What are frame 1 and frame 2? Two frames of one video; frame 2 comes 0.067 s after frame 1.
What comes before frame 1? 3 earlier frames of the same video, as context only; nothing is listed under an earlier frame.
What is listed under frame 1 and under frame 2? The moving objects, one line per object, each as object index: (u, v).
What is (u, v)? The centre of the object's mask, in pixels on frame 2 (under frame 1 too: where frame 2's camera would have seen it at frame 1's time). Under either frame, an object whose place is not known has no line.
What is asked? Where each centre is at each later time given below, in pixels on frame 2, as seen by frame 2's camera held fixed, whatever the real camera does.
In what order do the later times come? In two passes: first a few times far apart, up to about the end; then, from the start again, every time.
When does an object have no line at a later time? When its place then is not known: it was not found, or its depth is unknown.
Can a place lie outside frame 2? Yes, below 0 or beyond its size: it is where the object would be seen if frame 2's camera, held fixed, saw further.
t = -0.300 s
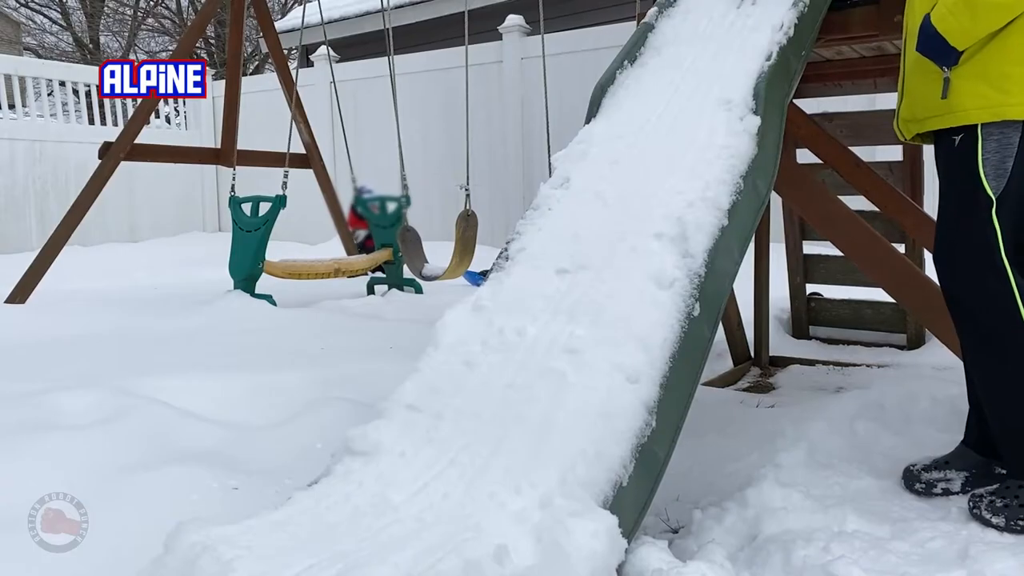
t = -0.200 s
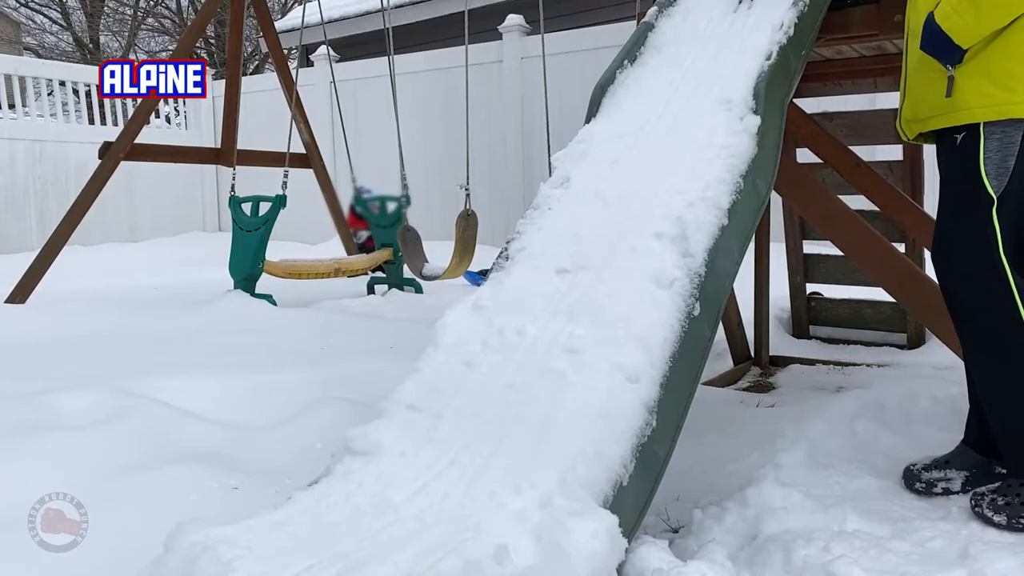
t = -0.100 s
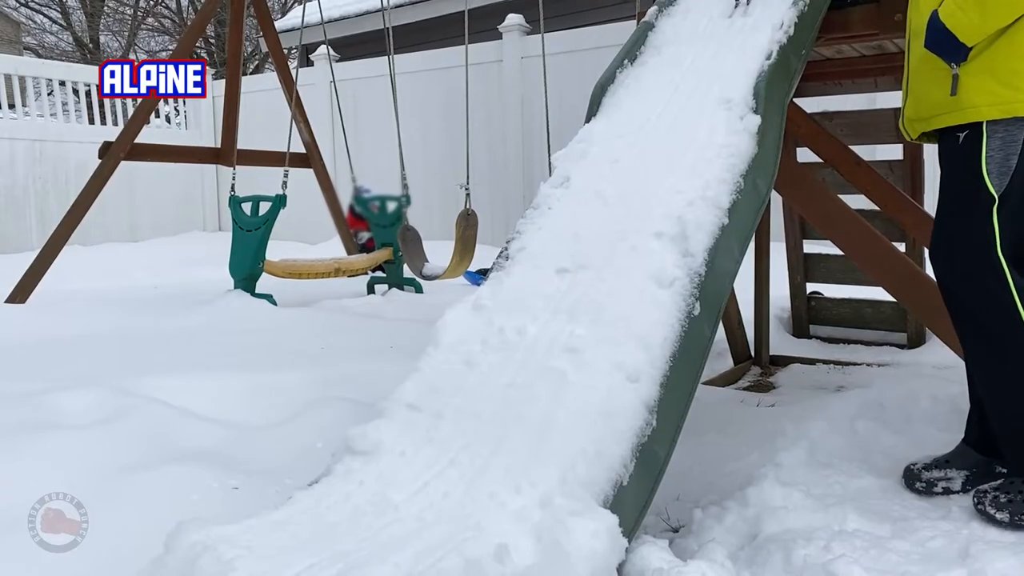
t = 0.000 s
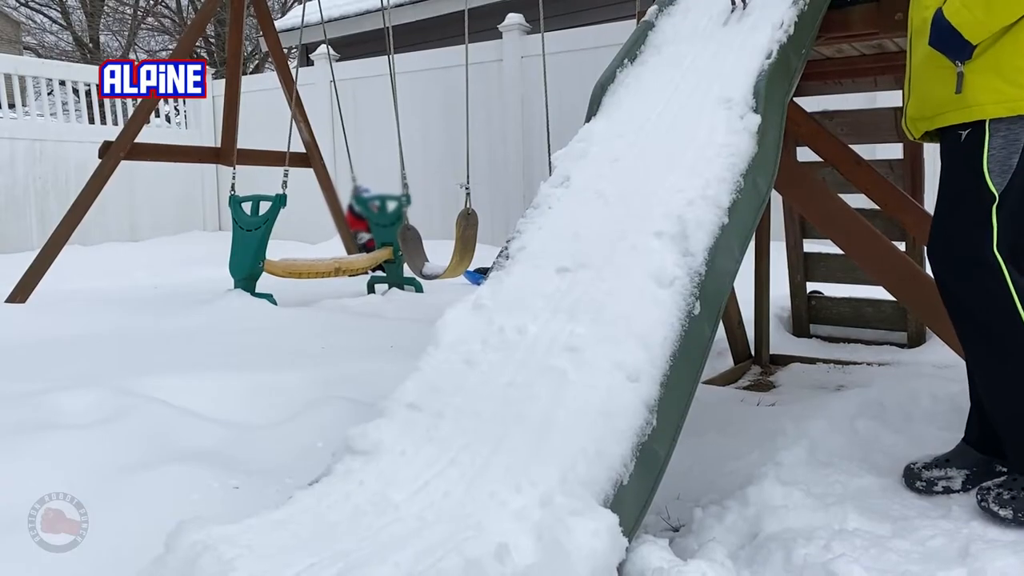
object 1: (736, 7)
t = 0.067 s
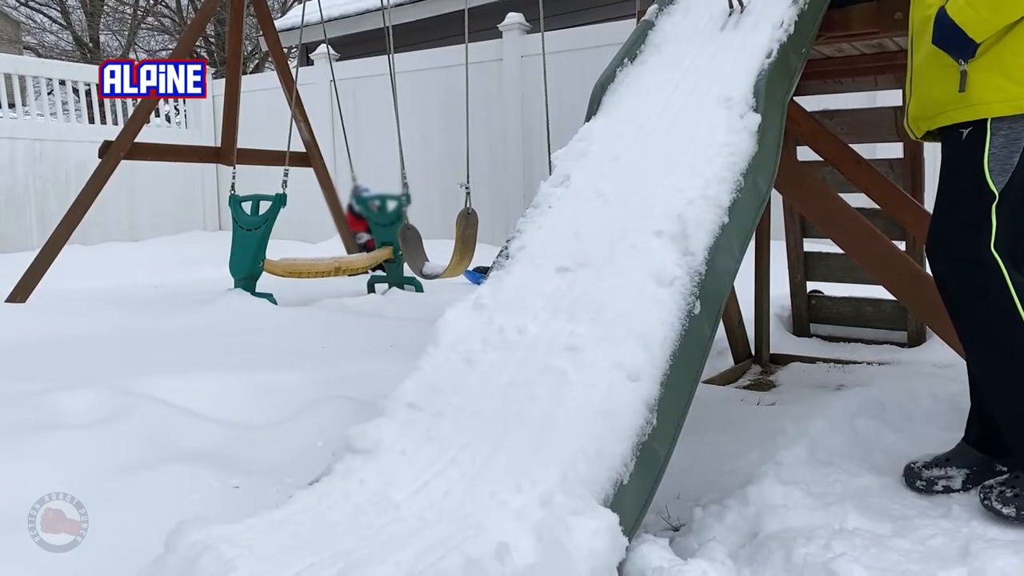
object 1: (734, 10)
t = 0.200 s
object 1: (729, 17)
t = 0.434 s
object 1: (713, 30)
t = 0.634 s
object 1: (698, 52)
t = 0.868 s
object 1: (679, 90)
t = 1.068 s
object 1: (661, 125)
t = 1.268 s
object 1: (637, 166)
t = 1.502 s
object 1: (607, 230)
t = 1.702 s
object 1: (576, 291)
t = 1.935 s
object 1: (526, 379)
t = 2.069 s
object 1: (489, 434)
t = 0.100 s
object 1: (734, 13)
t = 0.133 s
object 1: (732, 15)
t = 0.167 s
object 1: (729, 15)
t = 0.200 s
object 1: (729, 17)
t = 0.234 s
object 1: (726, 17)
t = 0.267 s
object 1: (724, 20)
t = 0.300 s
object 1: (721, 21)
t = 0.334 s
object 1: (719, 23)
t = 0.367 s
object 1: (717, 23)
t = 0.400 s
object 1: (715, 24)
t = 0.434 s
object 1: (713, 30)
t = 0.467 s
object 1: (710, 32)
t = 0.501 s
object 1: (708, 35)
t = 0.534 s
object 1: (706, 37)
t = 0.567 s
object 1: (704, 45)
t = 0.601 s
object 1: (701, 50)
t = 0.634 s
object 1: (698, 52)
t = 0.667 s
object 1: (696, 59)
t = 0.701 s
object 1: (694, 64)
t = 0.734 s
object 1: (690, 67)
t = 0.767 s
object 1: (688, 74)
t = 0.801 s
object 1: (685, 79)
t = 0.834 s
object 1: (681, 84)
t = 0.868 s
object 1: (679, 90)
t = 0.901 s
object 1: (676, 96)
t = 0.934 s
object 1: (673, 101)
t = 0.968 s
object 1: (670, 106)
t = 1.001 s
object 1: (667, 113)
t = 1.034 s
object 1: (663, 119)
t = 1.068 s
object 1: (661, 125)
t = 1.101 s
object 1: (657, 132)
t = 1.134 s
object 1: (653, 138)
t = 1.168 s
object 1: (650, 145)
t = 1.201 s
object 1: (645, 152)
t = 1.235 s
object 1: (641, 157)
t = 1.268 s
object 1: (637, 166)
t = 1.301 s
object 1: (633, 175)
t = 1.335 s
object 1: (628, 184)
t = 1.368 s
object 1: (624, 193)
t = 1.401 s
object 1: (620, 202)
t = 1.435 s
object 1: (615, 211)
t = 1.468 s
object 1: (612, 221)
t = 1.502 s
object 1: (607, 230)
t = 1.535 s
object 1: (603, 239)
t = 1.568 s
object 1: (599, 250)
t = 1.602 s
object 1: (593, 256)
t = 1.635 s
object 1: (588, 267)
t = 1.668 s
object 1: (583, 280)
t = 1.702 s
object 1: (576, 291)
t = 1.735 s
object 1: (570, 302)
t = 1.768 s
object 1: (563, 314)
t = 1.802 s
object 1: (556, 326)
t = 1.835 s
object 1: (549, 340)
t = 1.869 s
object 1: (542, 352)
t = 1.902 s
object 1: (534, 366)
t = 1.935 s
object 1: (526, 379)
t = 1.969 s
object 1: (517, 394)
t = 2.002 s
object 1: (508, 408)
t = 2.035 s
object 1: (499, 422)
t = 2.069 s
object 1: (489, 434)
